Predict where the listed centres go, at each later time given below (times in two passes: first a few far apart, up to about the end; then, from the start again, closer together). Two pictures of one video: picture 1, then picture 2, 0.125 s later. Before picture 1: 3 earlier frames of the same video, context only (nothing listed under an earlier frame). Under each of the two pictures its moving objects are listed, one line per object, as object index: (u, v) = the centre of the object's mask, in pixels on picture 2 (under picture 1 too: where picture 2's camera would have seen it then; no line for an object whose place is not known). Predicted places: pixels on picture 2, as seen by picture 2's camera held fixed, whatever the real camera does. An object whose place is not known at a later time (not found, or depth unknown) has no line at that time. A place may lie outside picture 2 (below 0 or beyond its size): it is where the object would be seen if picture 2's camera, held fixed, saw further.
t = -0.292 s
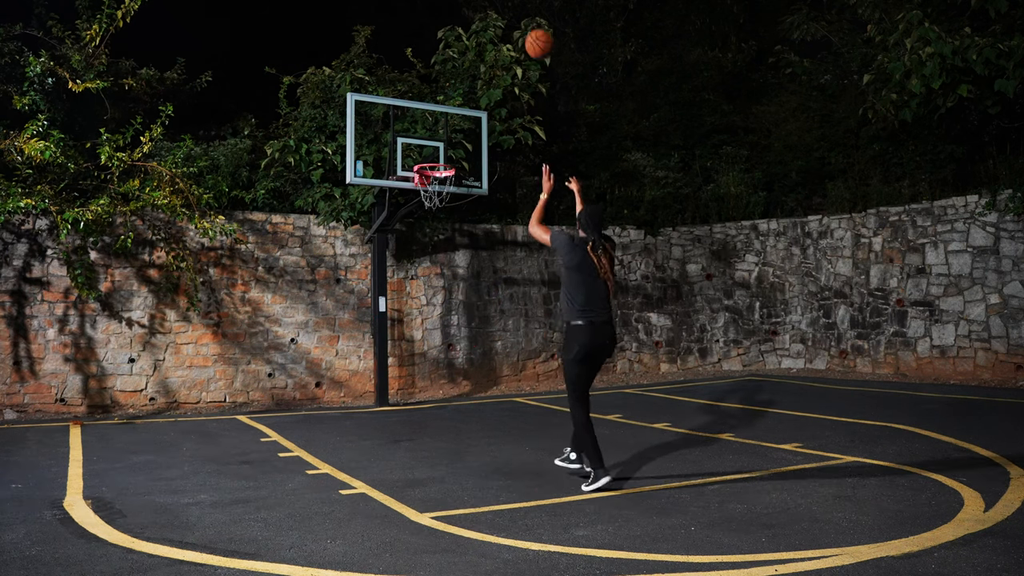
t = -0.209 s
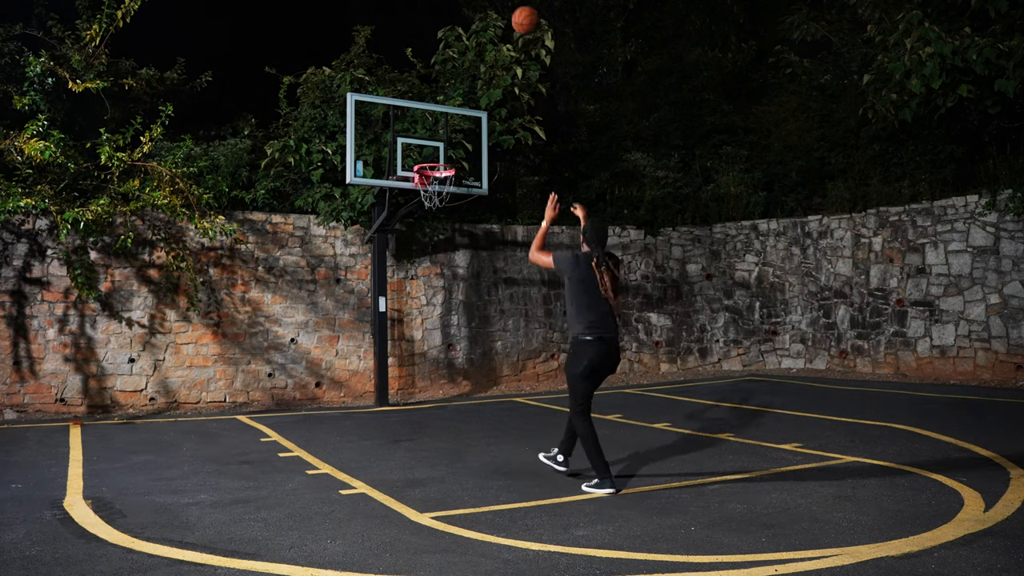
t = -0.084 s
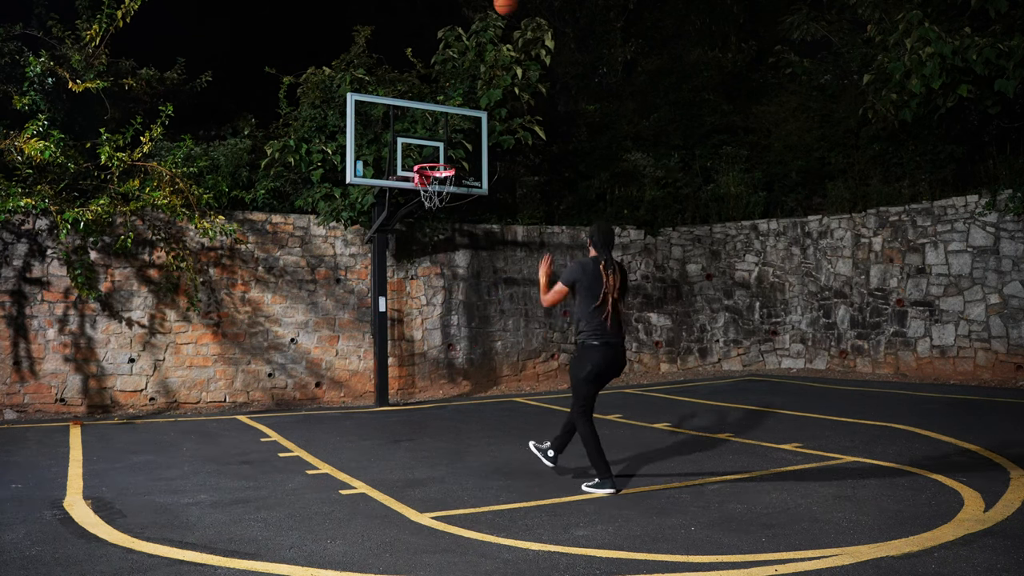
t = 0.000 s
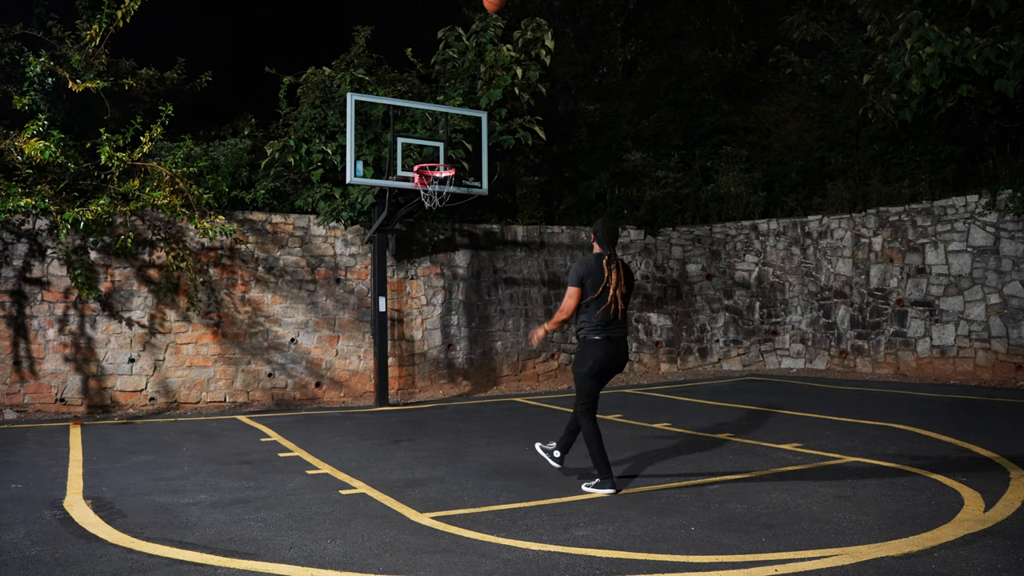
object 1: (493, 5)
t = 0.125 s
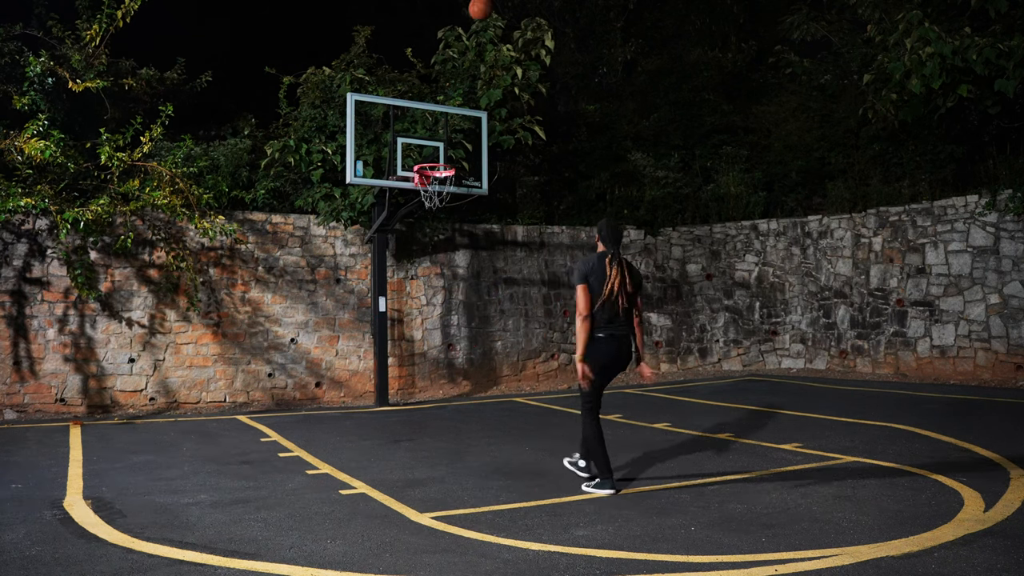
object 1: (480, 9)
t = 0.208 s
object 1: (470, 21)
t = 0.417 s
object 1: (450, 75)
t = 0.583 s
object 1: (436, 138)
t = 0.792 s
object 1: (435, 120)
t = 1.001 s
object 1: (439, 85)
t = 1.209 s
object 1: (443, 83)
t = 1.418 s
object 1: (448, 117)
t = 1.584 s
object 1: (452, 170)
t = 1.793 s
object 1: (456, 274)
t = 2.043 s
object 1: (460, 400)
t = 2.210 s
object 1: (458, 335)
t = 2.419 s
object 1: (457, 288)
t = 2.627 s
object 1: (456, 279)
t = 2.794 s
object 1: (456, 301)
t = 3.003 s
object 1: (454, 365)
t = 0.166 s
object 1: (475, 13)
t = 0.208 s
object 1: (470, 21)
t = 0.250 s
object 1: (465, 29)
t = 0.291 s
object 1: (461, 39)
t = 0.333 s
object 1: (457, 50)
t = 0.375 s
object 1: (453, 62)
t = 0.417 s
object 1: (450, 75)
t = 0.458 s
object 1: (447, 89)
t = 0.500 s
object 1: (444, 105)
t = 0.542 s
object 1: (439, 121)
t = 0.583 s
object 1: (436, 138)
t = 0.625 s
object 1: (433, 155)
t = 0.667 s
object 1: (432, 156)
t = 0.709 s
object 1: (433, 144)
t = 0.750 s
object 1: (433, 131)
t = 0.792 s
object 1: (435, 120)
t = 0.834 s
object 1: (436, 111)
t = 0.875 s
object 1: (437, 102)
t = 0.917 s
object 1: (437, 95)
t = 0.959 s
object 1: (438, 89)
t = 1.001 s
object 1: (439, 85)
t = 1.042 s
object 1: (439, 82)
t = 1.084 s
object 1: (440, 80)
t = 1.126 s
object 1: (441, 80)
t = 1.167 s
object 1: (442, 81)
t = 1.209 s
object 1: (443, 83)
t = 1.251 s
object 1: (444, 87)
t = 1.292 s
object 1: (445, 92)
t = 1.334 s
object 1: (446, 99)
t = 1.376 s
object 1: (447, 107)
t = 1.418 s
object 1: (448, 117)
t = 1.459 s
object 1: (448, 128)
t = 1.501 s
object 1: (450, 141)
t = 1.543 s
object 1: (451, 156)
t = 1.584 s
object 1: (452, 170)
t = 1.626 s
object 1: (452, 188)
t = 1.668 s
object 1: (453, 207)
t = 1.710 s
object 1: (454, 228)
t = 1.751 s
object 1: (455, 250)
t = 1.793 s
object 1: (456, 274)
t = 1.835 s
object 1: (456, 299)
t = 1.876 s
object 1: (457, 328)
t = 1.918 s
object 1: (458, 356)
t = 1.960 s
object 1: (459, 387)
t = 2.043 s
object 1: (460, 400)
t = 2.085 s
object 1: (459, 381)
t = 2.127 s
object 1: (459, 364)
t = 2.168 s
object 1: (459, 349)
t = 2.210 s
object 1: (458, 335)
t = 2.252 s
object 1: (458, 322)
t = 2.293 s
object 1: (458, 311)
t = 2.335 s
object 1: (458, 302)
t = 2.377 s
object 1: (458, 294)
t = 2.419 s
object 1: (457, 288)
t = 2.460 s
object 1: (457, 283)
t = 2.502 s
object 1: (457, 280)
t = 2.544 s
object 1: (457, 278)
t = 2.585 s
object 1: (456, 278)
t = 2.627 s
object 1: (456, 279)
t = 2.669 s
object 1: (456, 282)
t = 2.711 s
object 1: (456, 287)
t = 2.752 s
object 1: (456, 293)
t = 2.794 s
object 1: (456, 301)
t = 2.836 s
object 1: (455, 310)
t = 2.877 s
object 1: (455, 322)
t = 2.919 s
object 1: (455, 335)
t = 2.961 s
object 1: (455, 349)
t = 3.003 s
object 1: (454, 365)
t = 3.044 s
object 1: (454, 384)
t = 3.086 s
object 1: (455, 403)
